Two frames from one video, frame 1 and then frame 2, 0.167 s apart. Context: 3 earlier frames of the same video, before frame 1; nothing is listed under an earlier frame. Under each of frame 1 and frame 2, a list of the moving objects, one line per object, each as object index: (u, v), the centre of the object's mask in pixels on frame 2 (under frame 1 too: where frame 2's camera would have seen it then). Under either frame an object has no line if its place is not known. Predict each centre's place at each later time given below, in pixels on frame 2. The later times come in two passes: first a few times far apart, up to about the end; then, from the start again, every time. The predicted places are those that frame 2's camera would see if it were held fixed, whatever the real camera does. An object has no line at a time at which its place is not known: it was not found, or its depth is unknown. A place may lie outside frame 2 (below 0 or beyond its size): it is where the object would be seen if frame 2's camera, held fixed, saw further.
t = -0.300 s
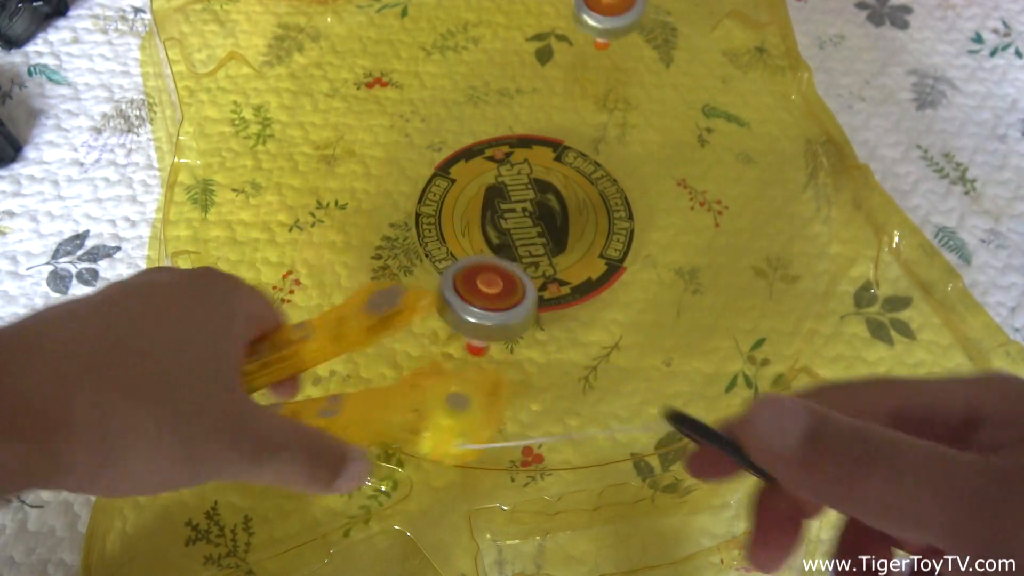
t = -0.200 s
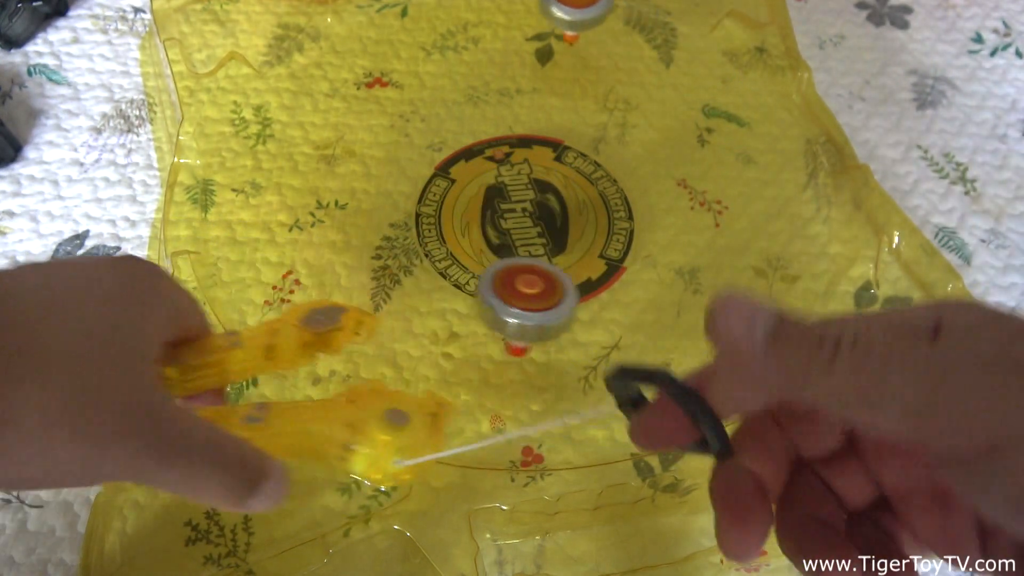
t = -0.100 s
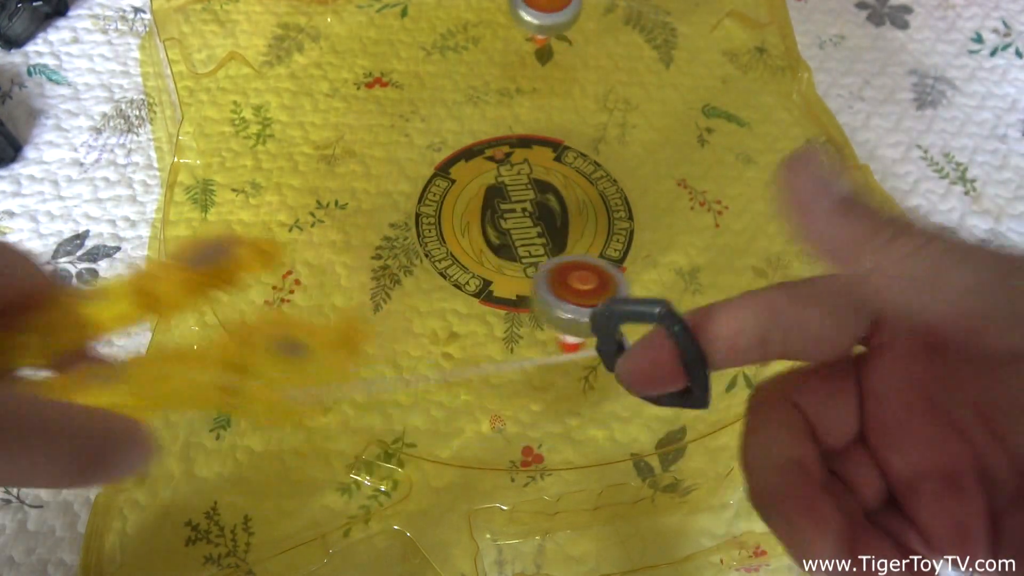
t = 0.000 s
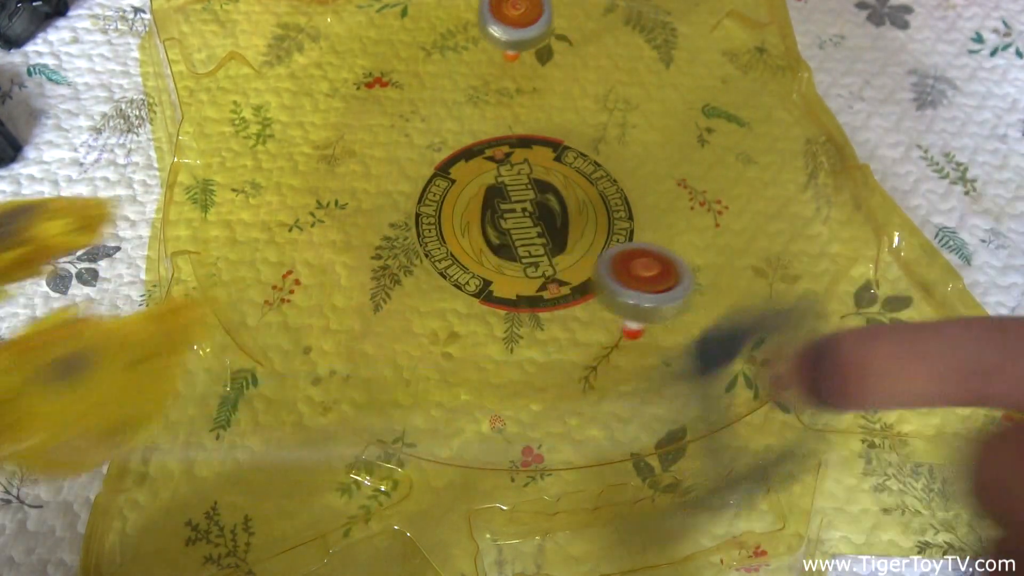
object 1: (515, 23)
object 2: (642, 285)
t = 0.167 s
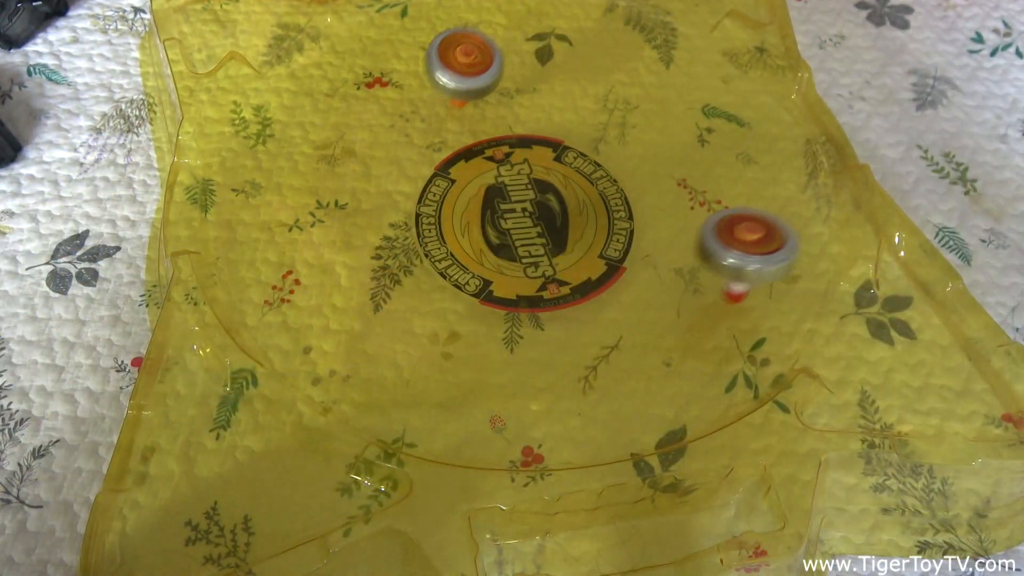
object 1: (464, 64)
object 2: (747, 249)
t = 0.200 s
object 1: (454, 75)
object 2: (768, 242)
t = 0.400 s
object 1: (401, 150)
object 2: (825, 191)
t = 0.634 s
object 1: (392, 234)
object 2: (793, 114)
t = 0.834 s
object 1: (445, 294)
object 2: (787, 75)
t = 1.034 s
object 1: (516, 306)
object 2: (737, 57)
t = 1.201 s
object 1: (568, 268)
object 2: (673, 18)
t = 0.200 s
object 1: (454, 75)
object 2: (768, 242)
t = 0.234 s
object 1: (444, 88)
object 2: (789, 233)
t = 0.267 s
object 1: (434, 100)
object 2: (811, 224)
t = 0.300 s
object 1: (424, 113)
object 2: (833, 216)
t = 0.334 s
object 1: (415, 125)
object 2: (847, 206)
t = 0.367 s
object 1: (408, 137)
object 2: (836, 197)
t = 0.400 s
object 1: (401, 150)
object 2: (825, 191)
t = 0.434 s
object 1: (395, 163)
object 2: (816, 181)
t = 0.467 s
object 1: (390, 176)
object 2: (809, 169)
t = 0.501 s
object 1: (386, 189)
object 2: (803, 158)
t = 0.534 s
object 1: (385, 200)
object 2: (799, 148)
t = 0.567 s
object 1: (385, 212)
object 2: (797, 137)
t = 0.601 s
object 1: (387, 223)
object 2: (794, 125)
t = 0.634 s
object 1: (392, 234)
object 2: (793, 114)
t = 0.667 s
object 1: (397, 246)
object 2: (793, 103)
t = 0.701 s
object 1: (406, 257)
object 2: (793, 94)
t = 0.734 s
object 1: (414, 268)
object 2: (794, 86)
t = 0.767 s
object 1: (424, 277)
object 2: (795, 79)
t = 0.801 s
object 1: (435, 286)
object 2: (793, 75)
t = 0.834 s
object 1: (445, 294)
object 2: (787, 75)
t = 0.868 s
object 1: (456, 301)
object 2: (780, 74)
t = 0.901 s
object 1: (468, 306)
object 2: (773, 74)
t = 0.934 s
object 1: (480, 309)
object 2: (766, 72)
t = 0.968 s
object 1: (492, 310)
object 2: (758, 69)
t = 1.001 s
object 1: (504, 309)
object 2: (748, 64)
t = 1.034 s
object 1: (516, 306)
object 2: (737, 57)
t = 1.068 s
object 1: (528, 302)
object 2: (725, 49)
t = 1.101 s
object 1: (540, 296)
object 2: (712, 39)
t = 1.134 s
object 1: (550, 288)
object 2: (699, 30)
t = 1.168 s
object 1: (560, 278)
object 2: (685, 24)
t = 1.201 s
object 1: (568, 268)
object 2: (673, 18)
